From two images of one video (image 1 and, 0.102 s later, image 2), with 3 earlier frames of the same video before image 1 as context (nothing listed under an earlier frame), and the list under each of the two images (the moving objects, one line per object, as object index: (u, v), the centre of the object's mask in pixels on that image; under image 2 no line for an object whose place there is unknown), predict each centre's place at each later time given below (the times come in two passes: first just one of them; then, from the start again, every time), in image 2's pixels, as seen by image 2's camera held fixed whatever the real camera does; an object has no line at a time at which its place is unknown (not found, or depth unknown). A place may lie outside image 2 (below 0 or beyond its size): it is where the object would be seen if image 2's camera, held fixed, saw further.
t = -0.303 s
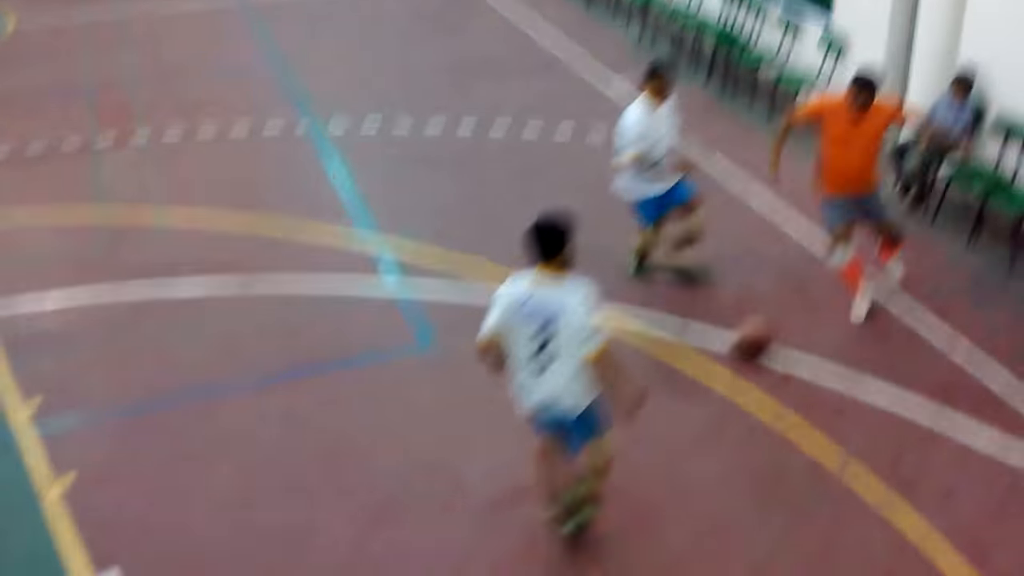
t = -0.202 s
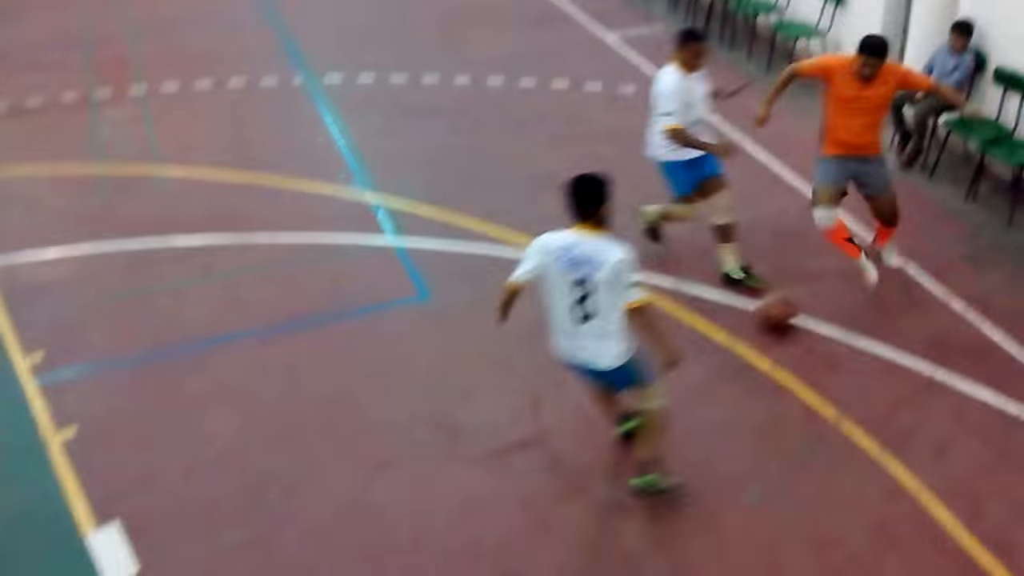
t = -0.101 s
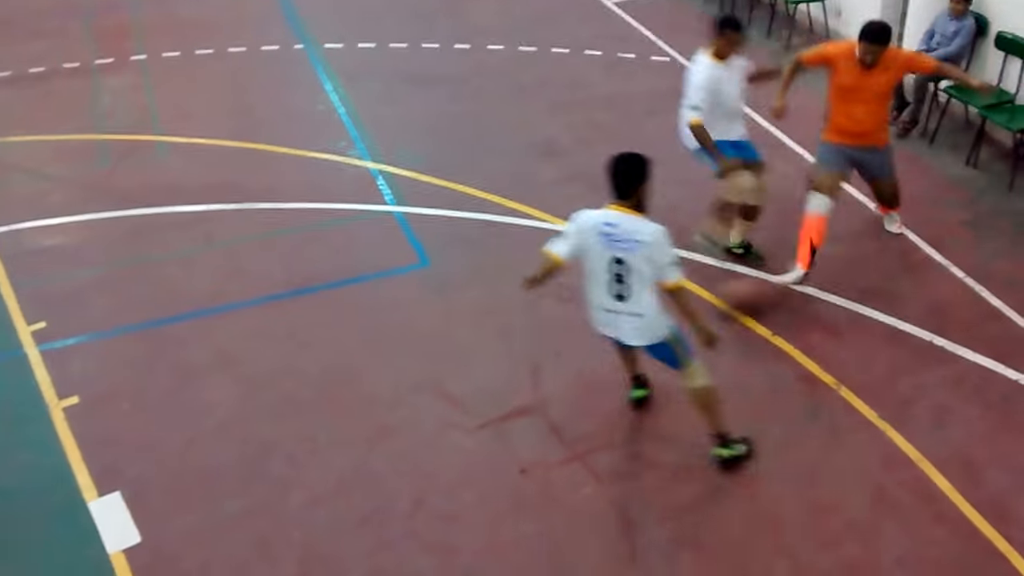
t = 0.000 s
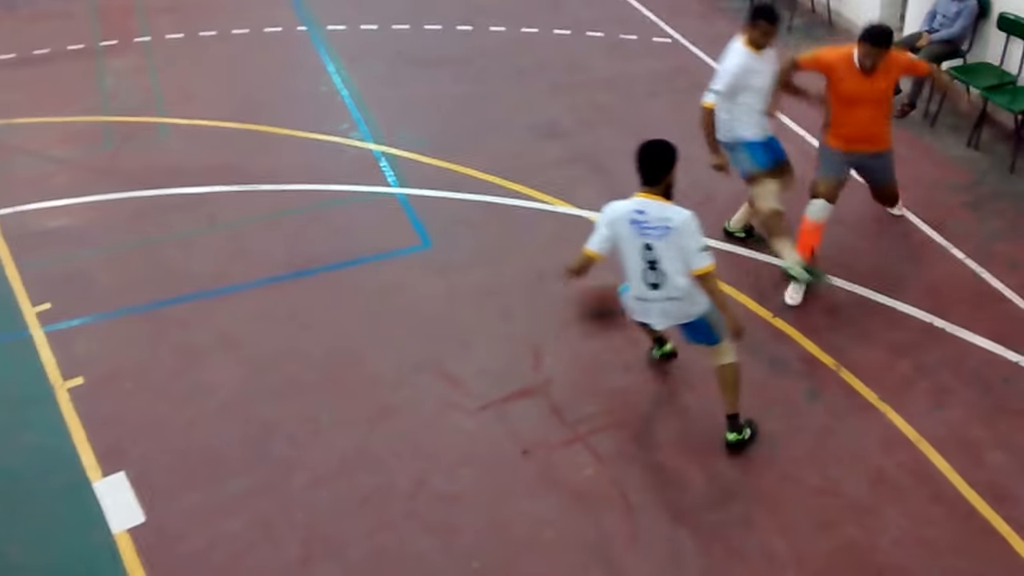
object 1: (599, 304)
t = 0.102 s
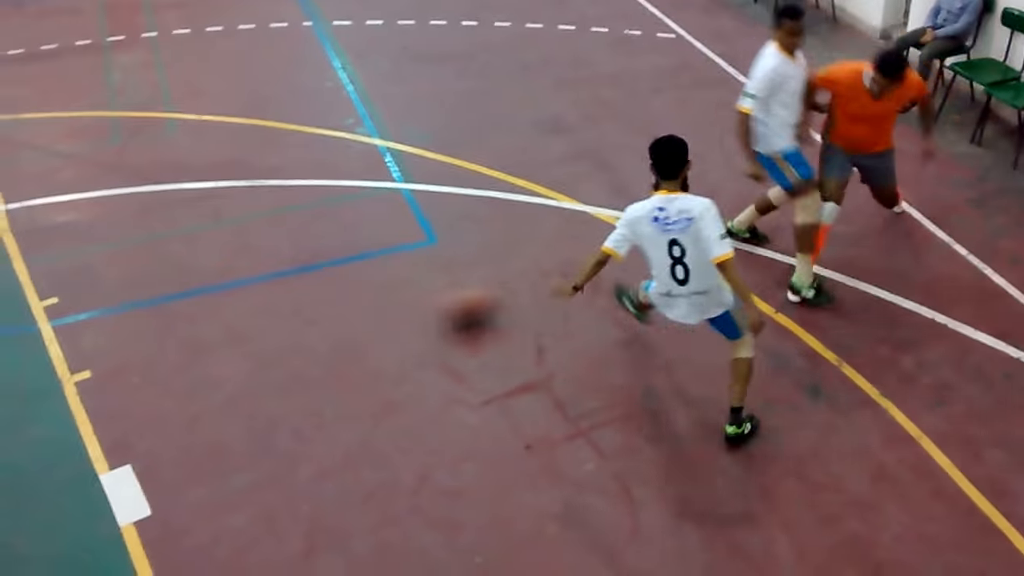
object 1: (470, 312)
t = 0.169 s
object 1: (383, 324)
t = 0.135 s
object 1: (426, 321)
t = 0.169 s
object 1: (383, 324)
